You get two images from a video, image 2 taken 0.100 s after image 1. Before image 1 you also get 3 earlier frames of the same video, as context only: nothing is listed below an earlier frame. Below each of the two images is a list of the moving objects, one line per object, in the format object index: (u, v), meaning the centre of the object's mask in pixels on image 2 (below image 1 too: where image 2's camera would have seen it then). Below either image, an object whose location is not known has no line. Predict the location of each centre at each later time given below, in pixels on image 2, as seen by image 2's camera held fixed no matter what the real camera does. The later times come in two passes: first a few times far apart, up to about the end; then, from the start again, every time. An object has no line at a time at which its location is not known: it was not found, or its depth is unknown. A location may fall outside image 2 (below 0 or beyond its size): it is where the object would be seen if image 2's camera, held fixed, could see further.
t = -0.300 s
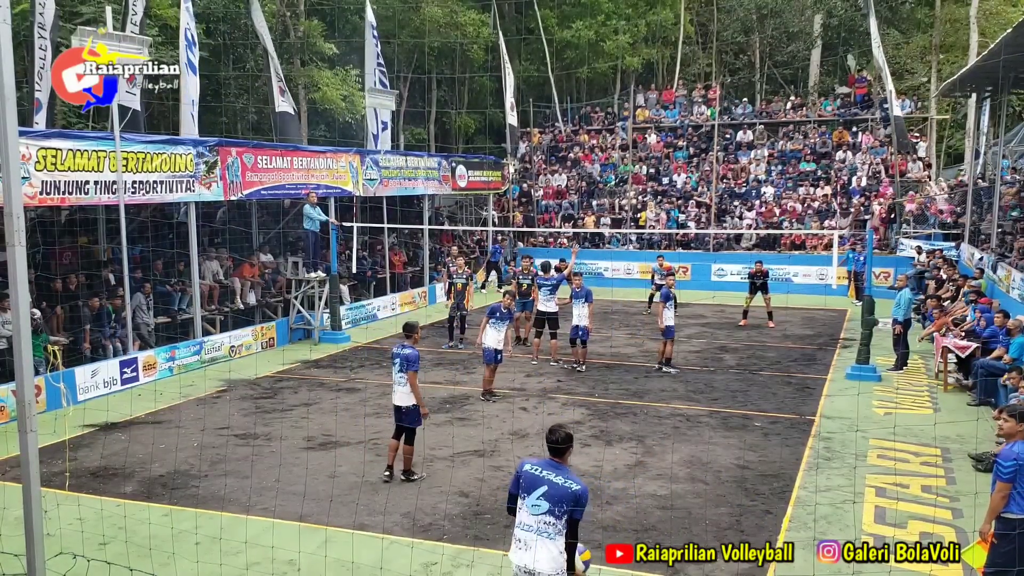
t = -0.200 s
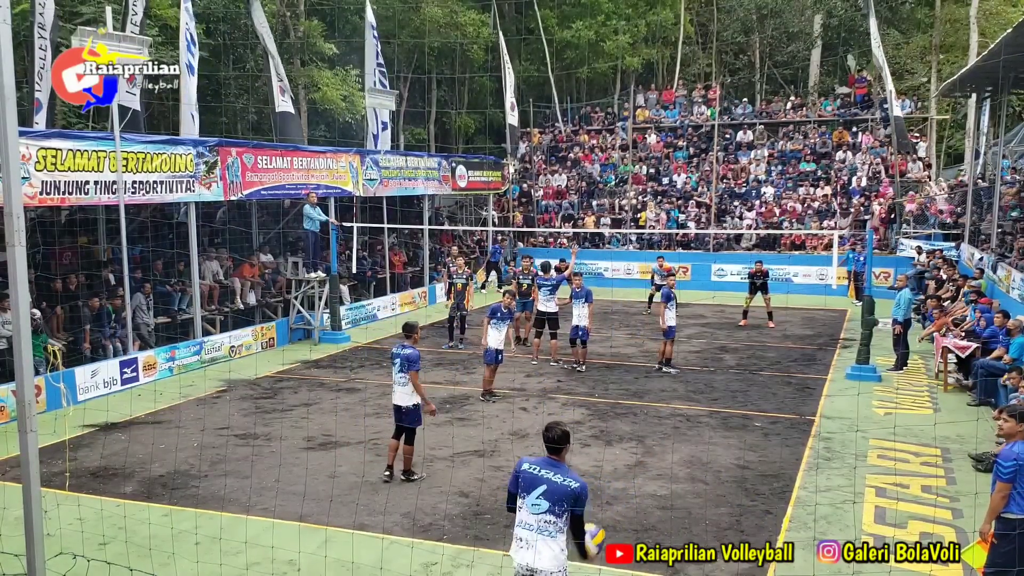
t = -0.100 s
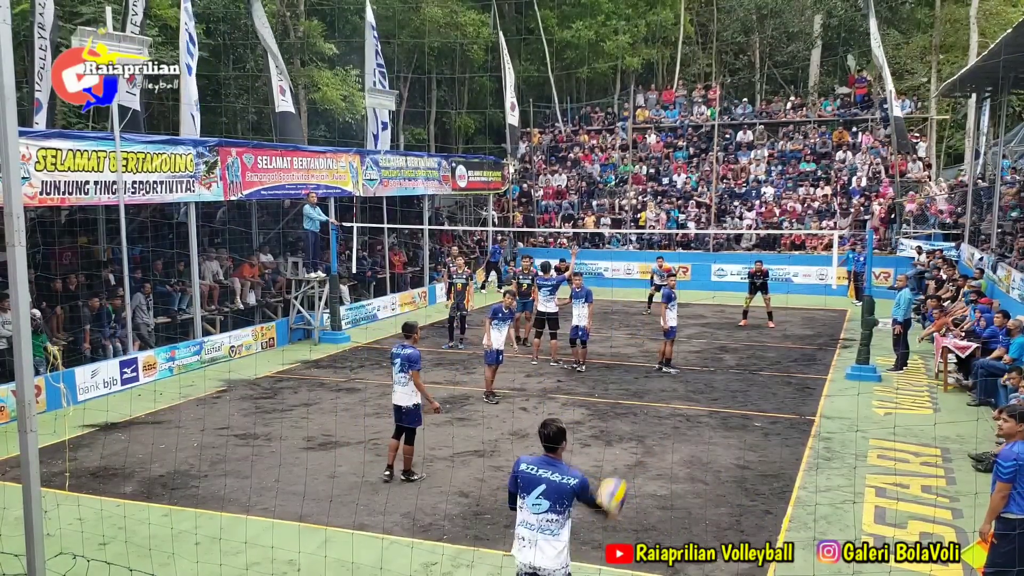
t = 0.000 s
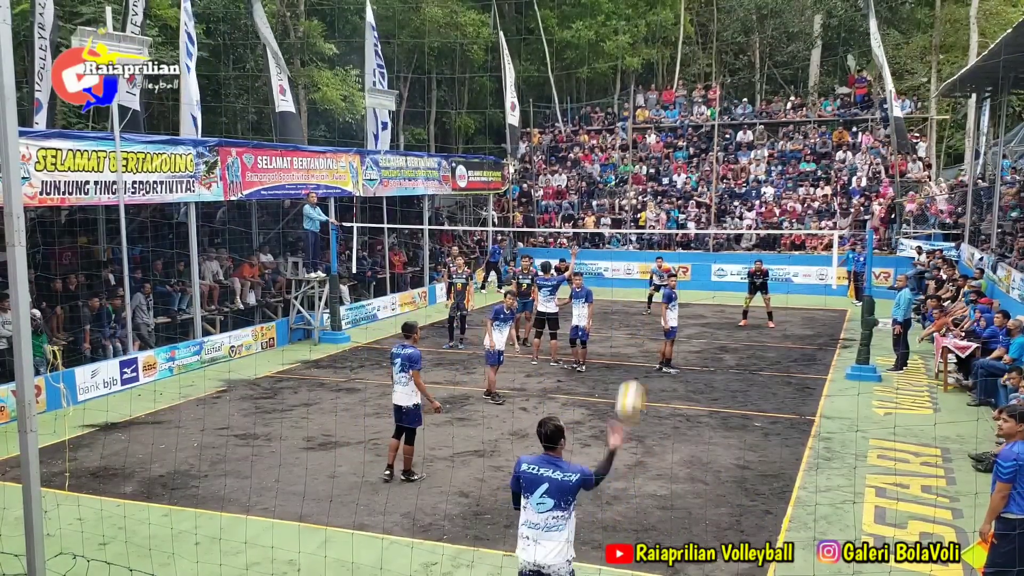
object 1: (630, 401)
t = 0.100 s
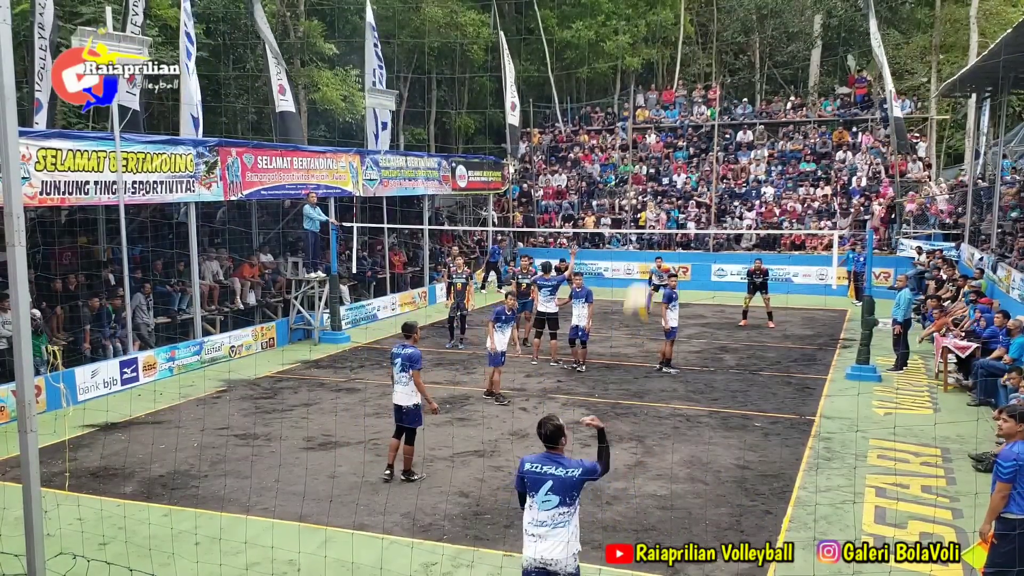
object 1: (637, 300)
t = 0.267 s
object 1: (654, 166)
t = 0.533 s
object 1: (679, 33)
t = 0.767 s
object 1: (696, 7)
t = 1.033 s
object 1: (716, 52)
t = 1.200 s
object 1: (725, 127)
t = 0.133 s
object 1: (639, 270)
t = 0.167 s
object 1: (644, 242)
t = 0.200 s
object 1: (648, 214)
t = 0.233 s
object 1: (651, 191)
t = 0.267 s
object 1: (654, 166)
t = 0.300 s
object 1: (657, 144)
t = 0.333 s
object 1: (661, 122)
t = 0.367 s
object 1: (663, 103)
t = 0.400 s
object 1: (667, 86)
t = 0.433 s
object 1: (670, 72)
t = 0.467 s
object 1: (673, 56)
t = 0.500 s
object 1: (676, 43)
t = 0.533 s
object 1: (679, 33)
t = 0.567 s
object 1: (682, 23)
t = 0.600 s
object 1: (685, 15)
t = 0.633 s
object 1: (688, 12)
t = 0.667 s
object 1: (690, 9)
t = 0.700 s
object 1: (693, 8)
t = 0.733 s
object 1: (694, 7)
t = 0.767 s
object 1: (696, 7)
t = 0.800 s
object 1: (700, 8)
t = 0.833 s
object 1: (703, 9)
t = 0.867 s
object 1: (705, 11)
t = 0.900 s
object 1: (707, 15)
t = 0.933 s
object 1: (710, 21)
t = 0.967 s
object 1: (712, 30)
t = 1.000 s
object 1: (714, 41)
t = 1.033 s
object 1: (716, 52)
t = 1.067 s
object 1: (718, 64)
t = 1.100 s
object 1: (719, 77)
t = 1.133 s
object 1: (721, 92)
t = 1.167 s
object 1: (721, 107)
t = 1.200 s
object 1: (725, 127)
